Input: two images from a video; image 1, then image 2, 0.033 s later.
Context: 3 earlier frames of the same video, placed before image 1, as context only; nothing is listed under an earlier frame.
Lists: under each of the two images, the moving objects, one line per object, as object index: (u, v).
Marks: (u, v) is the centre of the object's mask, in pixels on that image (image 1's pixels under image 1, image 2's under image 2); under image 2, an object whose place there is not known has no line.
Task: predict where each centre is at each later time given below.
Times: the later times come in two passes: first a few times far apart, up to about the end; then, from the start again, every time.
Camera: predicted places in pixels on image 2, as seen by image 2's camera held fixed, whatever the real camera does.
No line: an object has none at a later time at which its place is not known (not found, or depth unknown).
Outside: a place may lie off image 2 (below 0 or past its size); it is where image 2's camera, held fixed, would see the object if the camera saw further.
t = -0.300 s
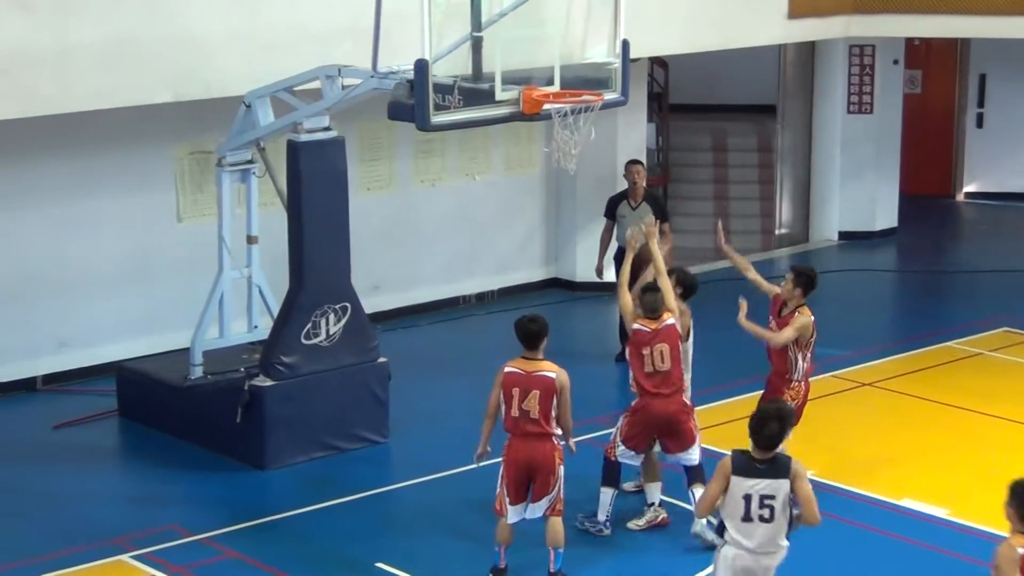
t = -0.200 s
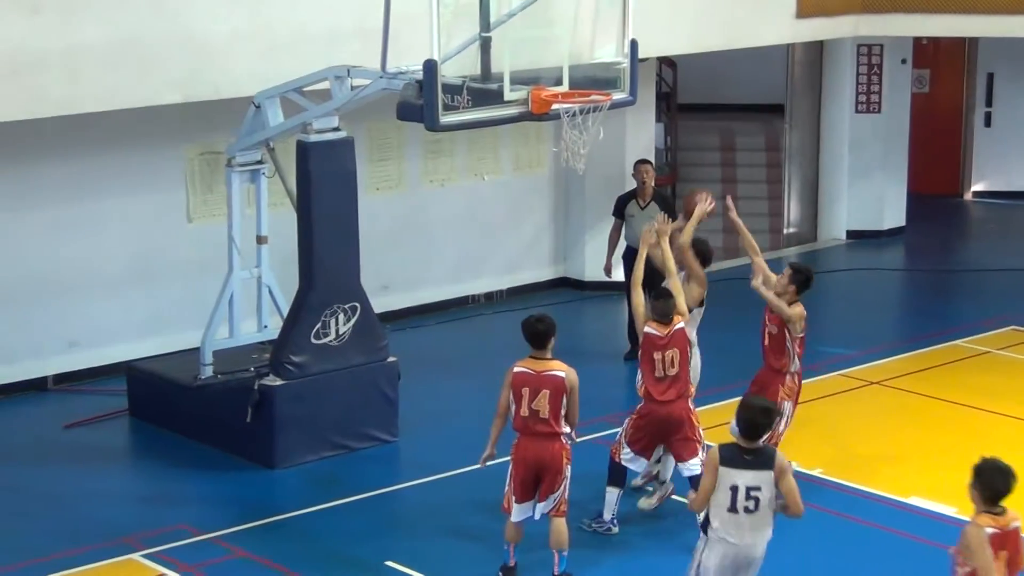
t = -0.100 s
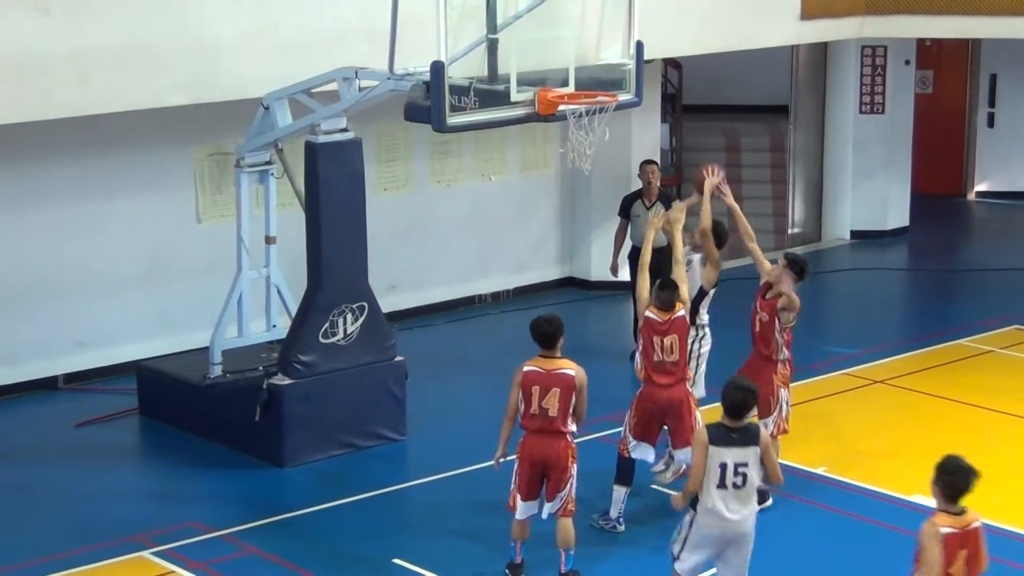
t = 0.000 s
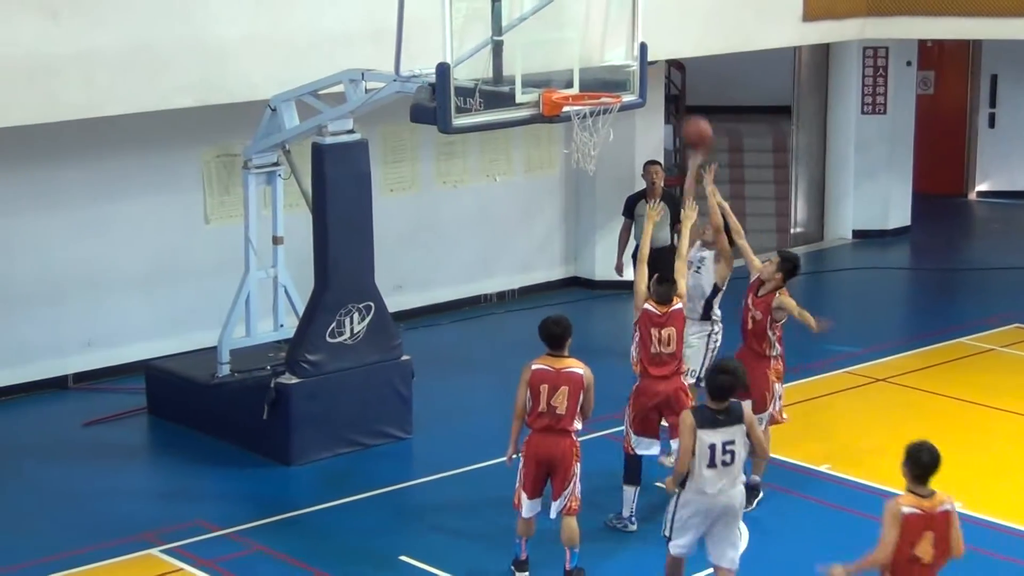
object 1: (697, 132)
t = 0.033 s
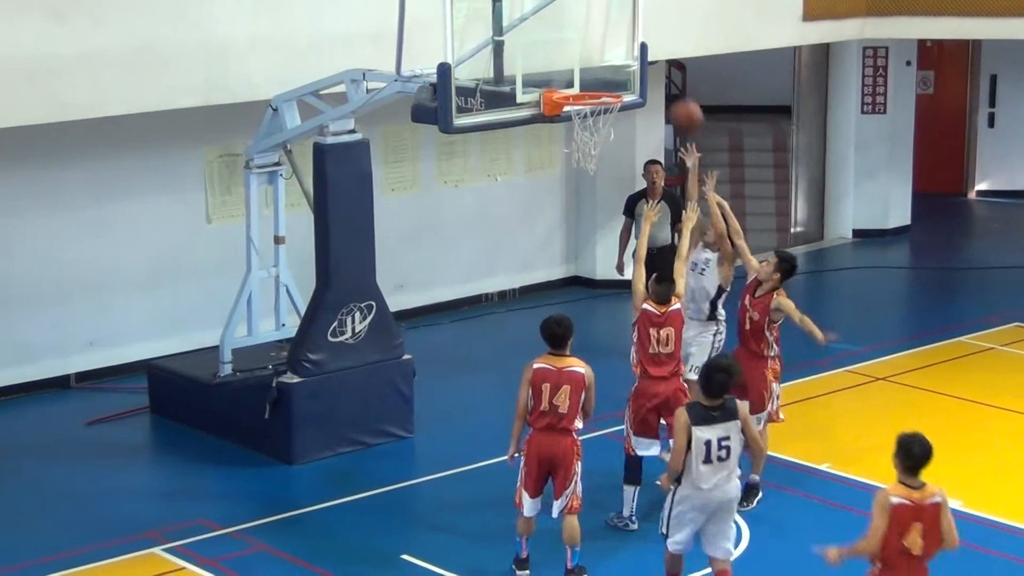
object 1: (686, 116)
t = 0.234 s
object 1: (635, 52)
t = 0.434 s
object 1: (620, 64)
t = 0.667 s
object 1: (600, 73)
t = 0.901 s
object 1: (580, 129)
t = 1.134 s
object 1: (582, 139)
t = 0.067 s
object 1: (677, 102)
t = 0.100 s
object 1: (666, 87)
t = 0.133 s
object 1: (656, 74)
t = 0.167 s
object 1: (645, 64)
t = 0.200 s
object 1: (638, 56)
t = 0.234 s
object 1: (635, 52)
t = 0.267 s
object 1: (633, 50)
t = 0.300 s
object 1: (631, 50)
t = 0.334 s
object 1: (628, 51)
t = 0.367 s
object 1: (625, 54)
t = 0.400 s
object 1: (623, 58)
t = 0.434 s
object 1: (620, 64)
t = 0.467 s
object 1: (617, 72)
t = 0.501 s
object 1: (615, 77)
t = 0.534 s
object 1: (612, 73)
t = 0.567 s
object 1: (609, 71)
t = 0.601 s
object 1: (606, 70)
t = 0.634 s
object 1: (603, 70)
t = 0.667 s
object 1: (600, 73)
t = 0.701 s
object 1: (597, 76)
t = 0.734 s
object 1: (594, 81)
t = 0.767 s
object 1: (591, 86)
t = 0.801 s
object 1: (589, 97)
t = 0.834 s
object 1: (586, 107)
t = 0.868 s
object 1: (583, 120)
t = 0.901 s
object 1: (580, 129)
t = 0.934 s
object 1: (580, 134)
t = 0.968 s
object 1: (579, 137)
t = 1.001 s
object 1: (580, 136)
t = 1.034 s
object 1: (580, 136)
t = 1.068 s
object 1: (580, 136)
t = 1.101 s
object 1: (580, 137)
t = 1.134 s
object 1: (582, 139)
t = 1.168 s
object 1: (583, 140)
